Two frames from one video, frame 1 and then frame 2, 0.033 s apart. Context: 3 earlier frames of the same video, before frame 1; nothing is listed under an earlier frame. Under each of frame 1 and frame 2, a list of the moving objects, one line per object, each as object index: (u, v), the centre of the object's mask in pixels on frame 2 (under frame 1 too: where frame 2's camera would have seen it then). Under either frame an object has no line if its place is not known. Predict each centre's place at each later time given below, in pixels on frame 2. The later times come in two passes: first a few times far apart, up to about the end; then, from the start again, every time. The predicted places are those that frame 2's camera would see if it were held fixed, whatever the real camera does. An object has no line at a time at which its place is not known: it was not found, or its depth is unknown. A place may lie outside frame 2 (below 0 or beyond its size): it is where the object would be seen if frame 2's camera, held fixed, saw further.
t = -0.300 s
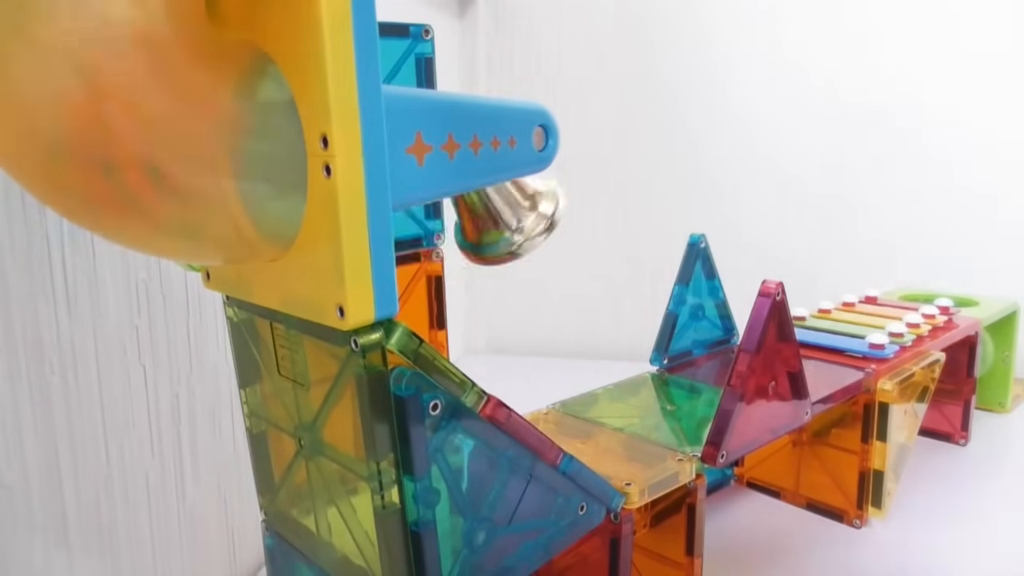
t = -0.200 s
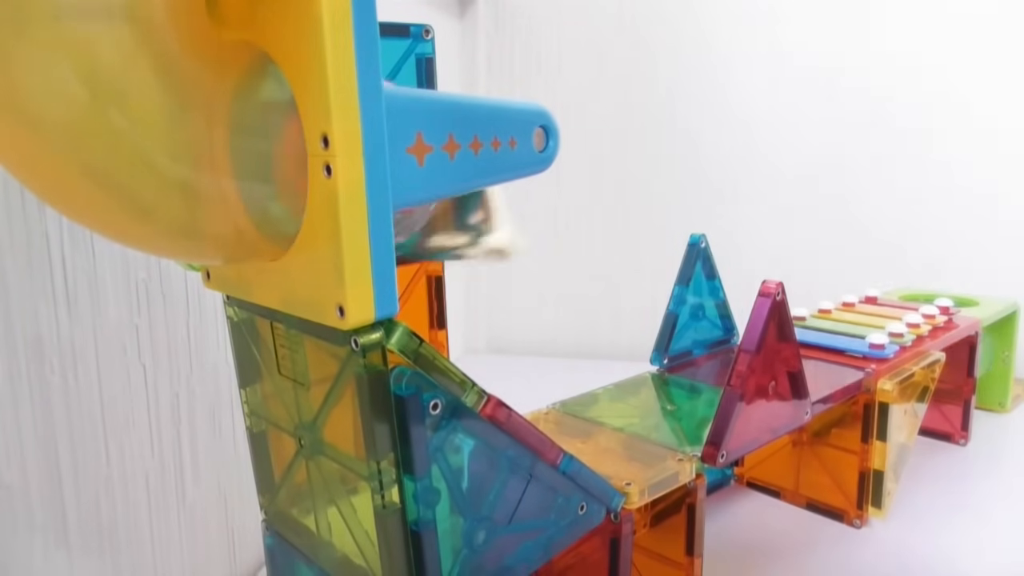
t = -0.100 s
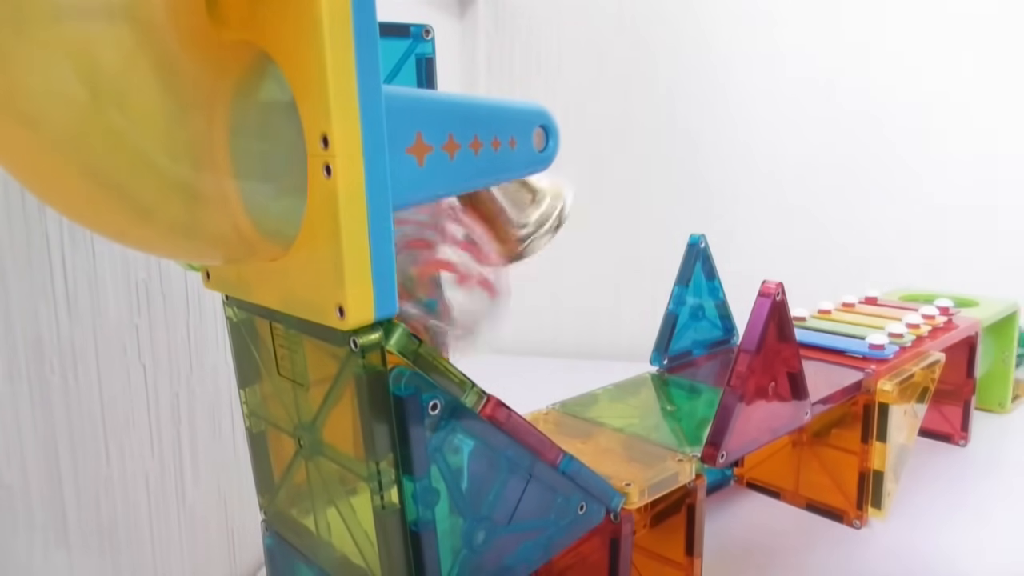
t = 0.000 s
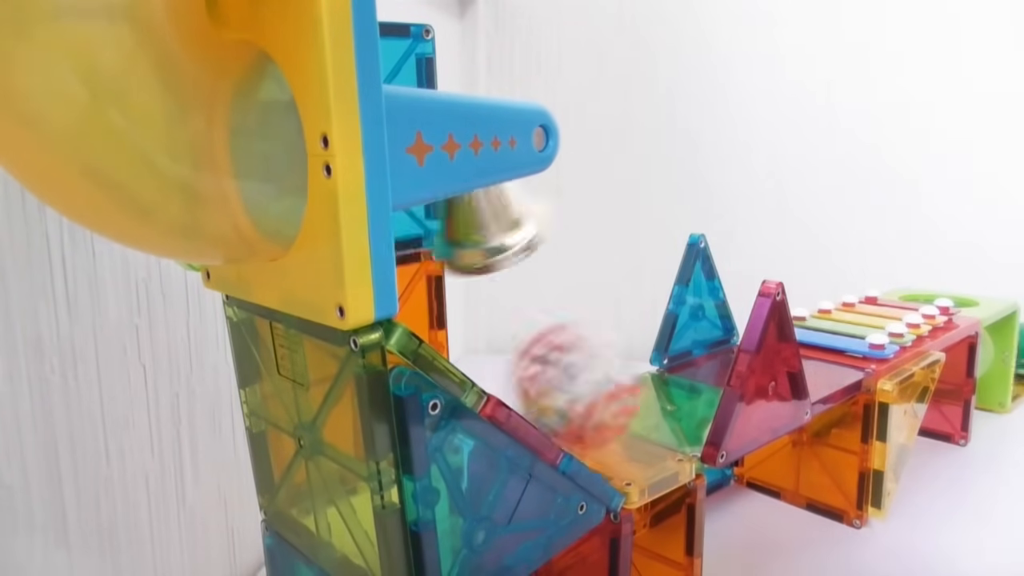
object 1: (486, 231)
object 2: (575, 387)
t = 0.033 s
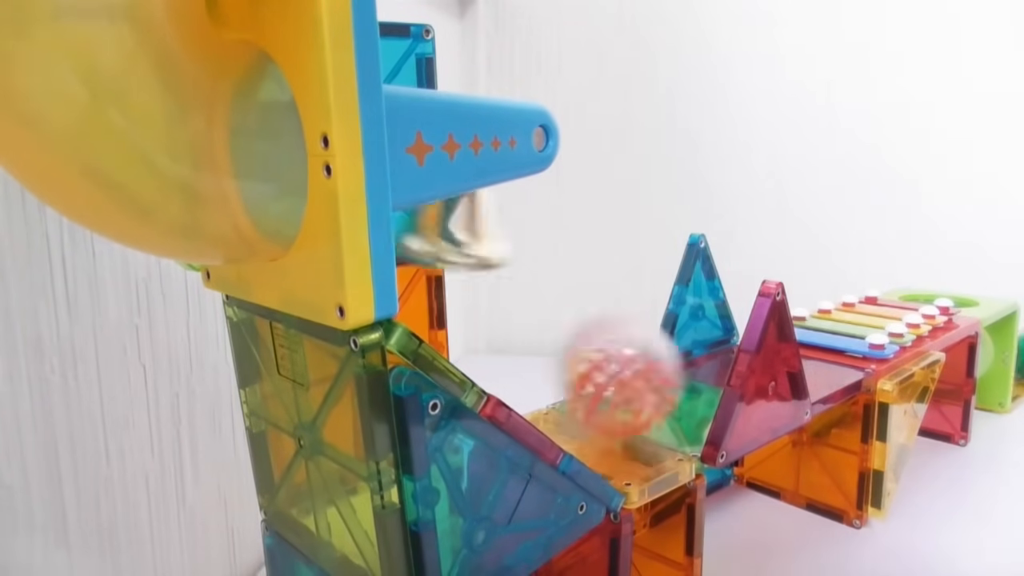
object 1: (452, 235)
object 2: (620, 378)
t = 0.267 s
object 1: (504, 221)
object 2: (830, 305)
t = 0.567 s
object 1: (452, 232)
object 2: (901, 269)
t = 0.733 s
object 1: (476, 234)
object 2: (936, 280)
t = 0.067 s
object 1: (431, 236)
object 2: (662, 364)
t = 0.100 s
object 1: (423, 235)
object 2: (690, 353)
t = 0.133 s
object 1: (421, 237)
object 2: (706, 339)
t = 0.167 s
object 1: (436, 237)
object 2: (726, 325)
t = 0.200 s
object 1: (452, 232)
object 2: (798, 319)
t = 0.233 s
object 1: (481, 233)
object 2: (819, 320)
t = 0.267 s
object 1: (504, 221)
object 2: (830, 305)
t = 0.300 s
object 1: (510, 216)
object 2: (841, 297)
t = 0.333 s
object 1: (502, 221)
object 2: (849, 294)
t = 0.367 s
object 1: (477, 234)
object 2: (858, 289)
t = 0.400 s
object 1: (452, 234)
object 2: (867, 287)
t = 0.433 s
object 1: (438, 235)
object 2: (874, 283)
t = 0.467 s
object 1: (431, 237)
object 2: (881, 280)
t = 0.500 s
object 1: (432, 237)
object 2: (889, 275)
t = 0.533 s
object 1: (440, 237)
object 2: (895, 272)
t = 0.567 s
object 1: (452, 232)
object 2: (901, 269)
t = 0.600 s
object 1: (475, 234)
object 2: (908, 267)
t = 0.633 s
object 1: (495, 226)
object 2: (916, 268)
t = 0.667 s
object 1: (501, 222)
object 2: (923, 270)
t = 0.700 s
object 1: (496, 225)
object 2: (928, 268)
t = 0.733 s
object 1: (476, 234)
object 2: (936, 280)
